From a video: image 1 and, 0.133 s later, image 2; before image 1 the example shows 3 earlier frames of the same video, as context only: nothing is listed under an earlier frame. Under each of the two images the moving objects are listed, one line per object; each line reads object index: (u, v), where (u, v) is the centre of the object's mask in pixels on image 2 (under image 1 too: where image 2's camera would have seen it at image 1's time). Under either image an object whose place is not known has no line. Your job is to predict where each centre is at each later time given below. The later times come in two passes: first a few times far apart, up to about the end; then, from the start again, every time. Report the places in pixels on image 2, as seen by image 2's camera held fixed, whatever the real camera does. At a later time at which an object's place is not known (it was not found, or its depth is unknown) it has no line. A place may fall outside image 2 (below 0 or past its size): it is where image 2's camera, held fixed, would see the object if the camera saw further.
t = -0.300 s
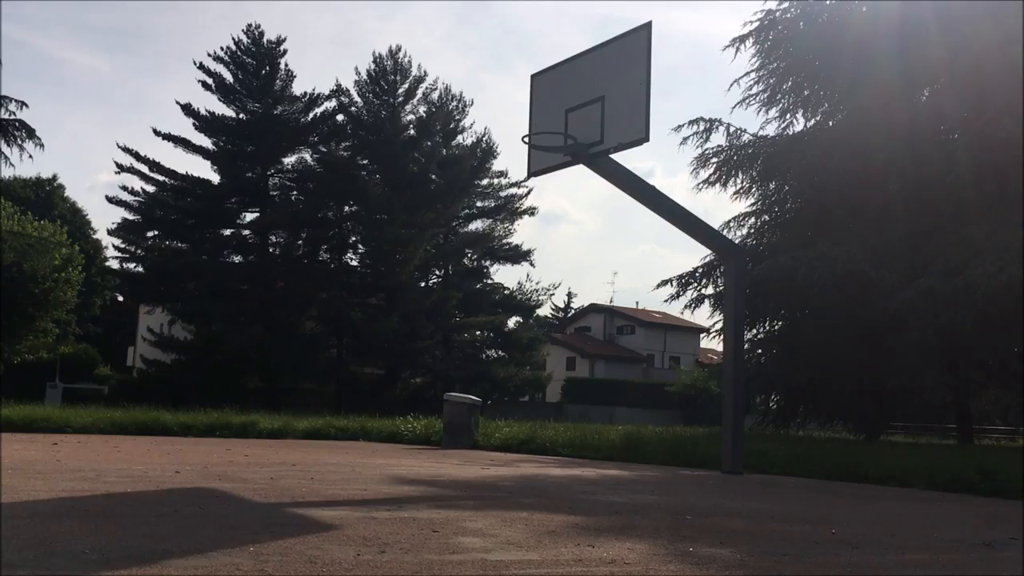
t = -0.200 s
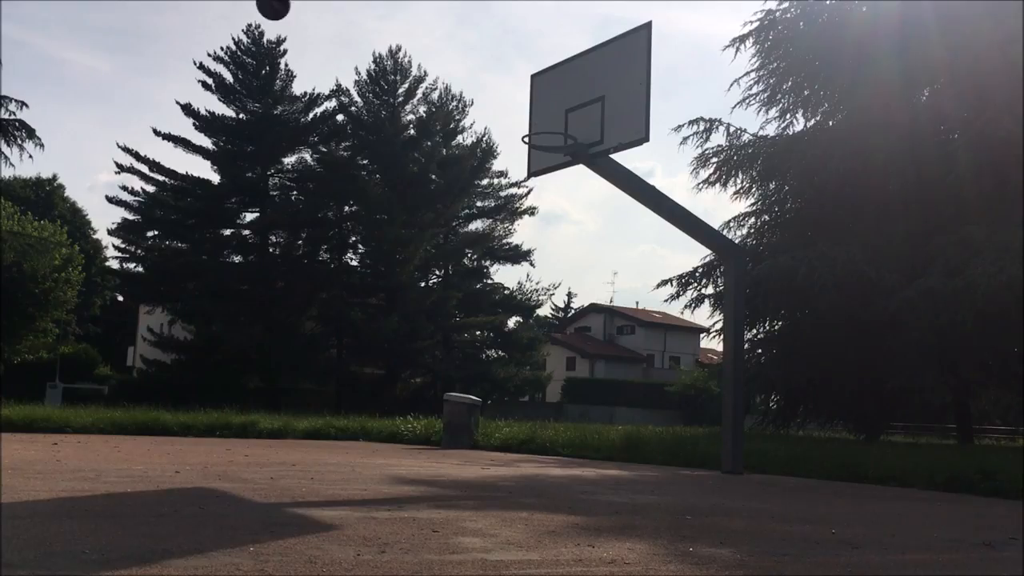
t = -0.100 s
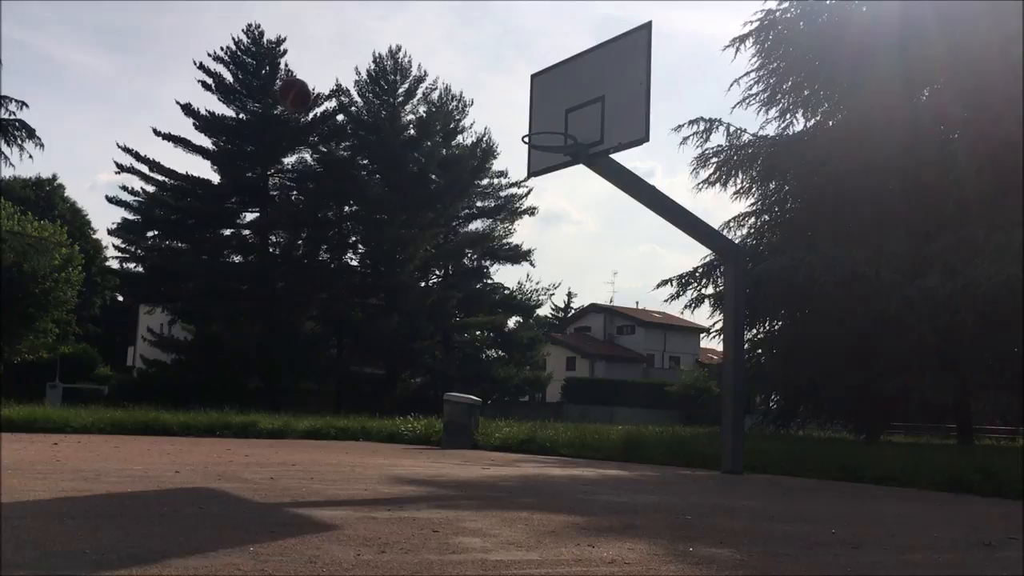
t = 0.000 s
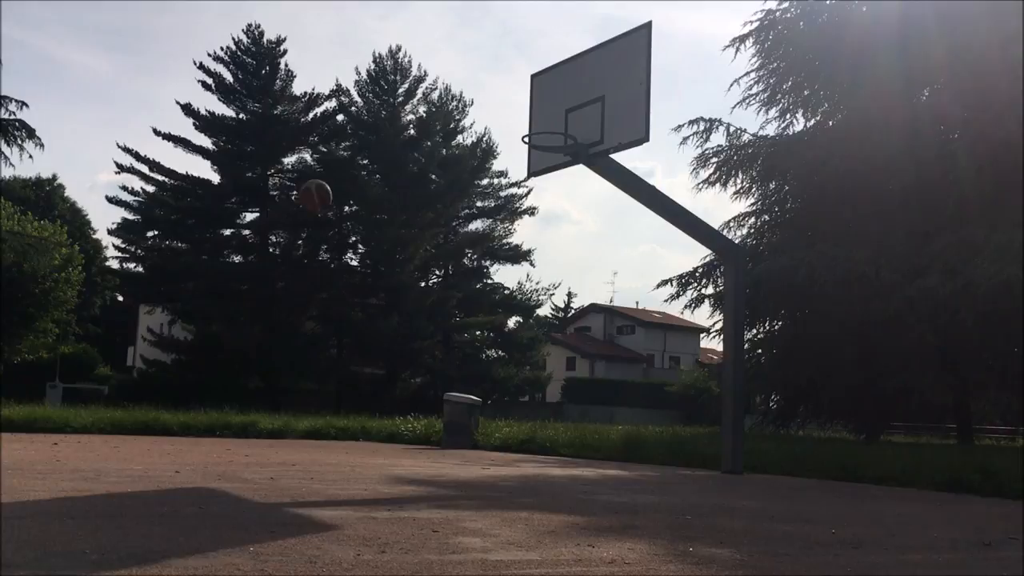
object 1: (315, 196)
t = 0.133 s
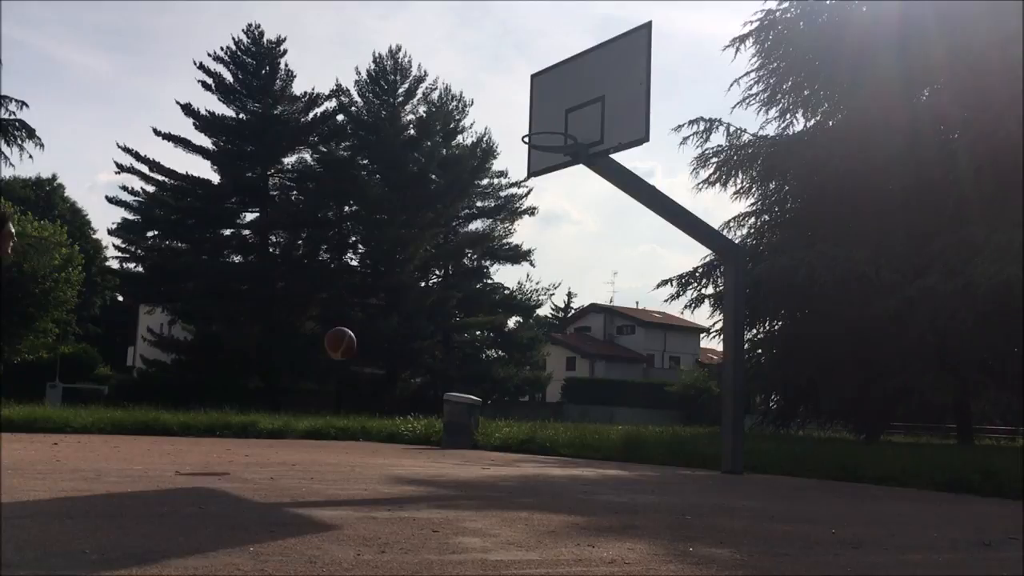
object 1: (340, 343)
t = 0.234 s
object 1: (356, 448)
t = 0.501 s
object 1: (389, 227)
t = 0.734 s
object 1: (413, 115)
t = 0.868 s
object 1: (425, 79)
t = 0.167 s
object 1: (346, 383)
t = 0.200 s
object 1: (351, 424)
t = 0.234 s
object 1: (356, 448)
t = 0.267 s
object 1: (361, 414)
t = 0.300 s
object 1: (365, 382)
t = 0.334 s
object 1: (370, 353)
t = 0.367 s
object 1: (374, 324)
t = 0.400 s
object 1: (378, 297)
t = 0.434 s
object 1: (382, 272)
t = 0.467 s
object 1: (386, 249)
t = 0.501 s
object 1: (389, 227)
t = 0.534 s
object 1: (393, 207)
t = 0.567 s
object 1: (397, 188)
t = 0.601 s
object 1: (400, 170)
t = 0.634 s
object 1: (404, 154)
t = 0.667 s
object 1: (409, 140)
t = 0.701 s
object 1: (411, 126)
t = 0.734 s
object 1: (413, 115)
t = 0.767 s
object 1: (416, 103)
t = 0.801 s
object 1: (420, 94)
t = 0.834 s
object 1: (423, 86)
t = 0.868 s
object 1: (425, 79)
